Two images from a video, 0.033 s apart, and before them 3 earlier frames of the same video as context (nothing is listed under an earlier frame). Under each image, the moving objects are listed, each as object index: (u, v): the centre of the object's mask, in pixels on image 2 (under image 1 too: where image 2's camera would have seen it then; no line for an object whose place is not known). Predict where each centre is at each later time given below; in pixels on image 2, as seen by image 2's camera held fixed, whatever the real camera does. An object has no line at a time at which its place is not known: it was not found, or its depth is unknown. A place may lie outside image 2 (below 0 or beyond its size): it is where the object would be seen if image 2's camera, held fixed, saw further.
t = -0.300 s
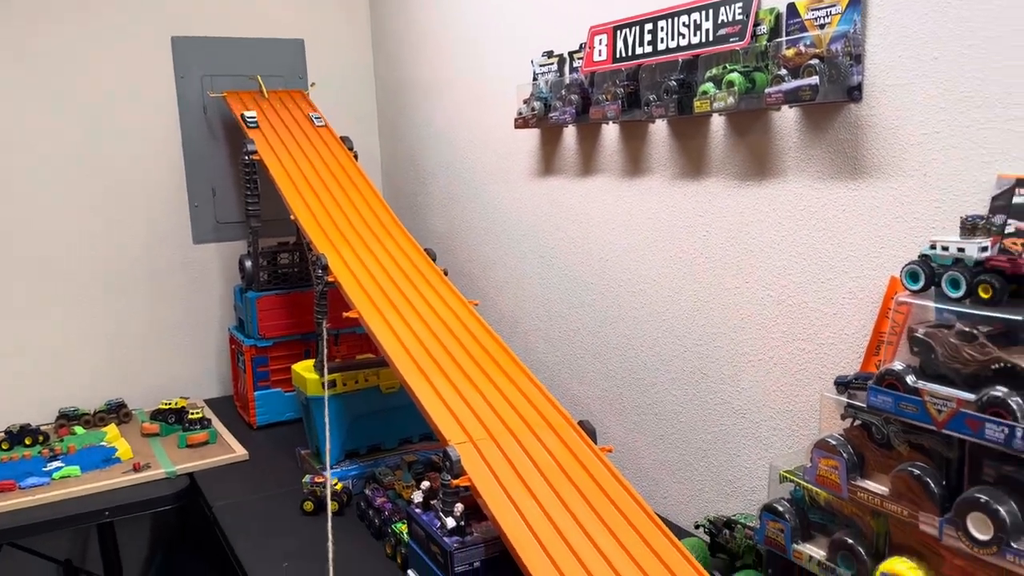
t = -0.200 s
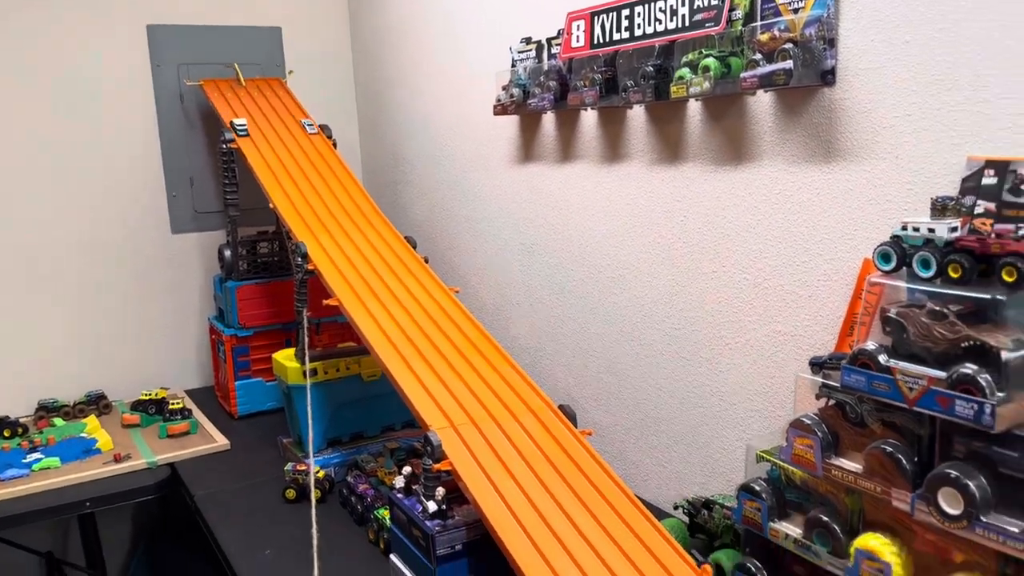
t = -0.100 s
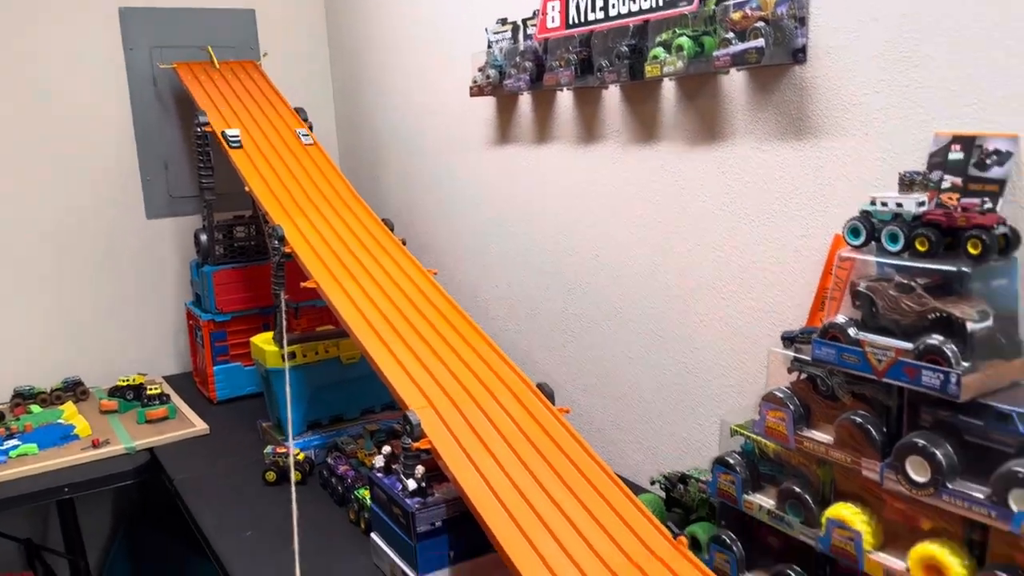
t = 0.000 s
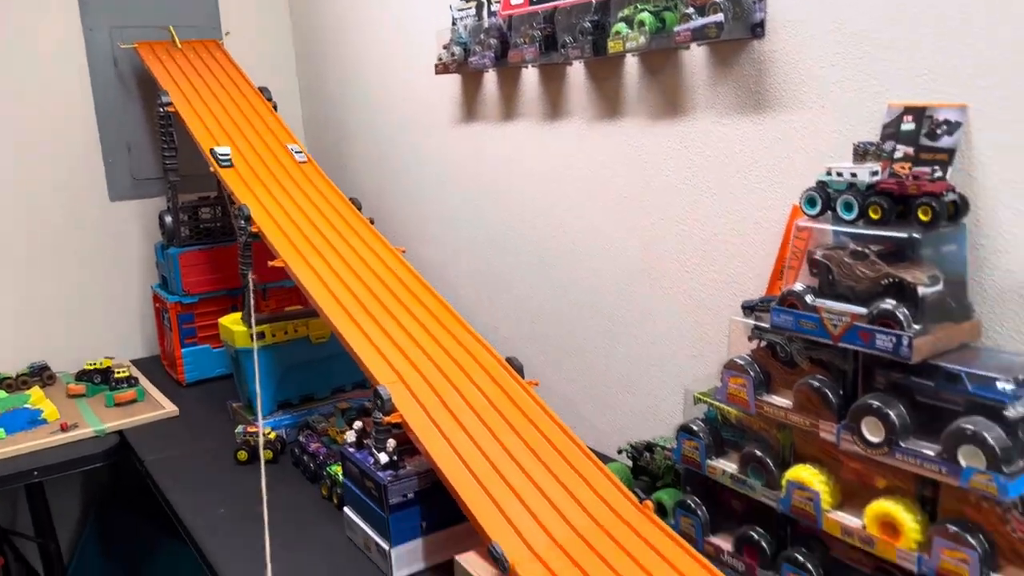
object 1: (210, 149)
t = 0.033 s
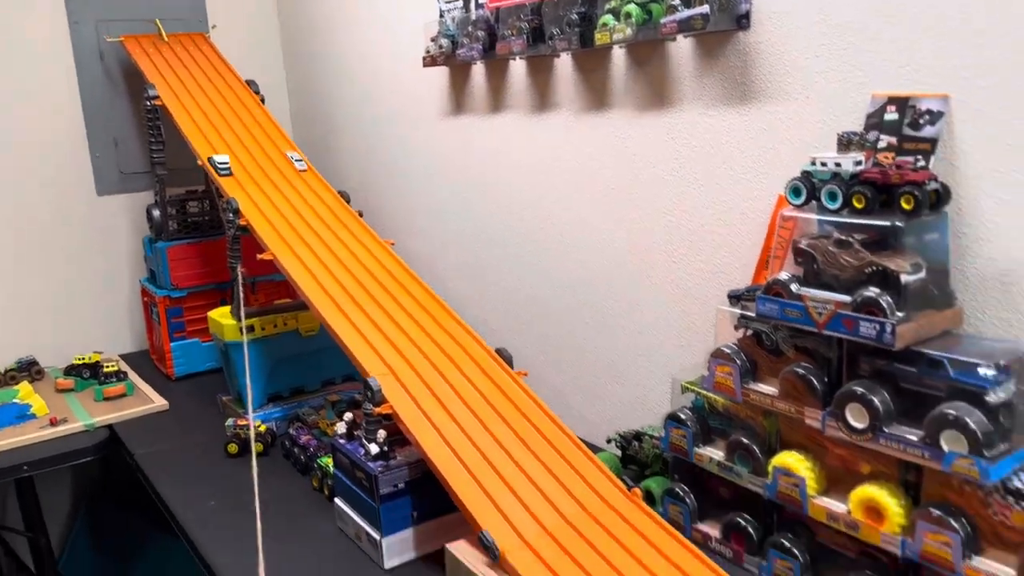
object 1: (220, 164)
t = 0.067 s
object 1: (233, 180)
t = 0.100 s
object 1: (246, 197)
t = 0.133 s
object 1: (261, 215)
